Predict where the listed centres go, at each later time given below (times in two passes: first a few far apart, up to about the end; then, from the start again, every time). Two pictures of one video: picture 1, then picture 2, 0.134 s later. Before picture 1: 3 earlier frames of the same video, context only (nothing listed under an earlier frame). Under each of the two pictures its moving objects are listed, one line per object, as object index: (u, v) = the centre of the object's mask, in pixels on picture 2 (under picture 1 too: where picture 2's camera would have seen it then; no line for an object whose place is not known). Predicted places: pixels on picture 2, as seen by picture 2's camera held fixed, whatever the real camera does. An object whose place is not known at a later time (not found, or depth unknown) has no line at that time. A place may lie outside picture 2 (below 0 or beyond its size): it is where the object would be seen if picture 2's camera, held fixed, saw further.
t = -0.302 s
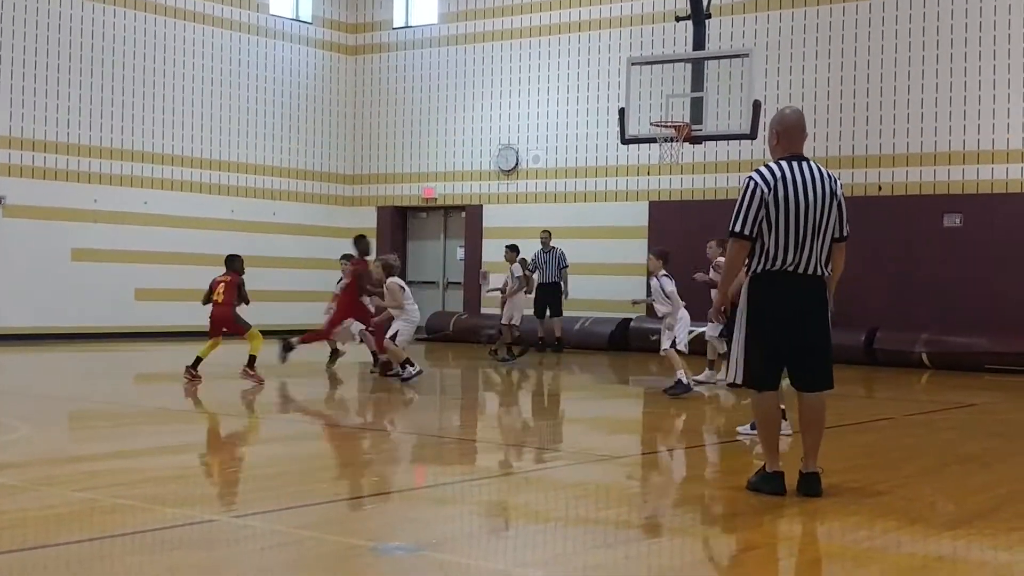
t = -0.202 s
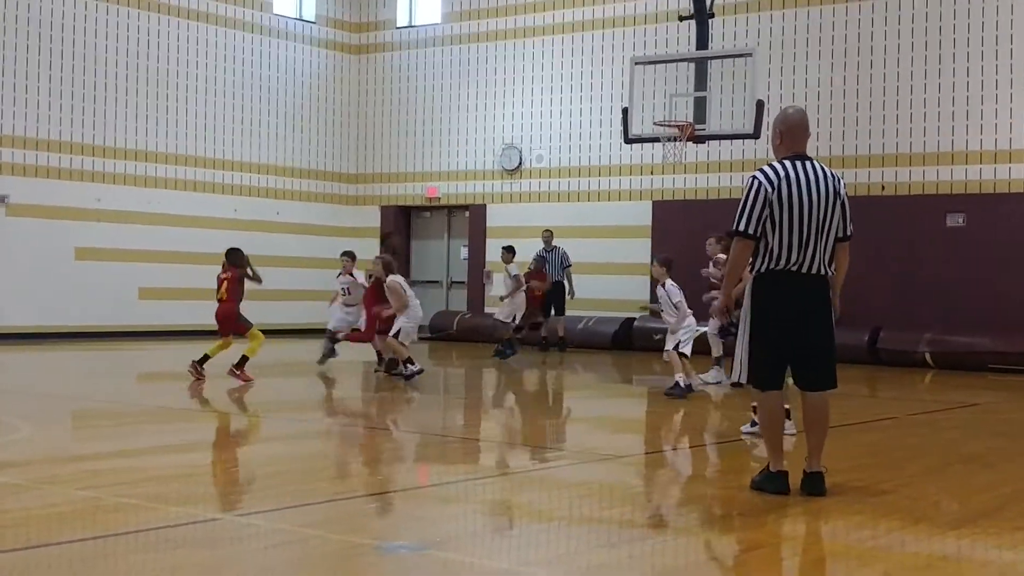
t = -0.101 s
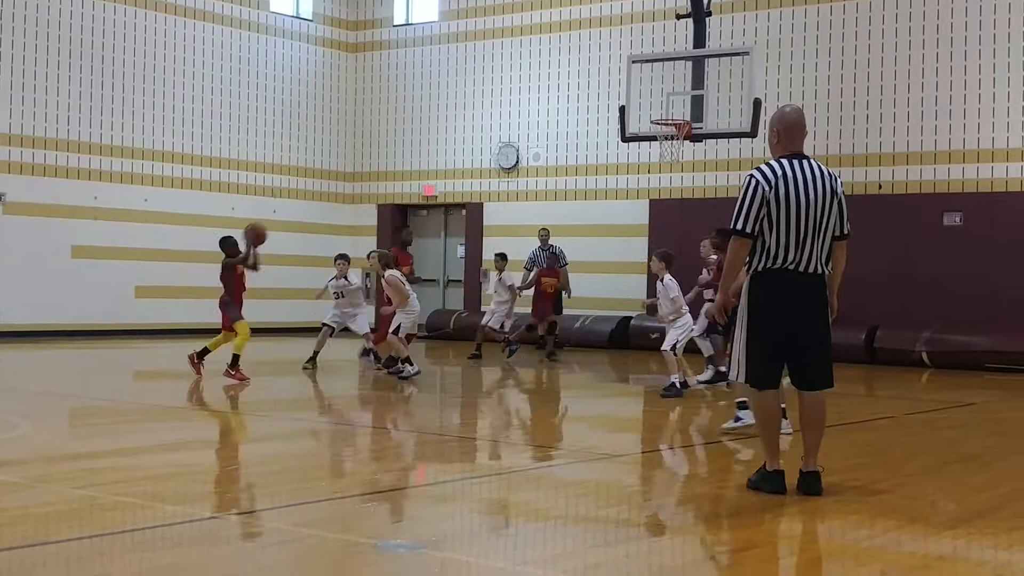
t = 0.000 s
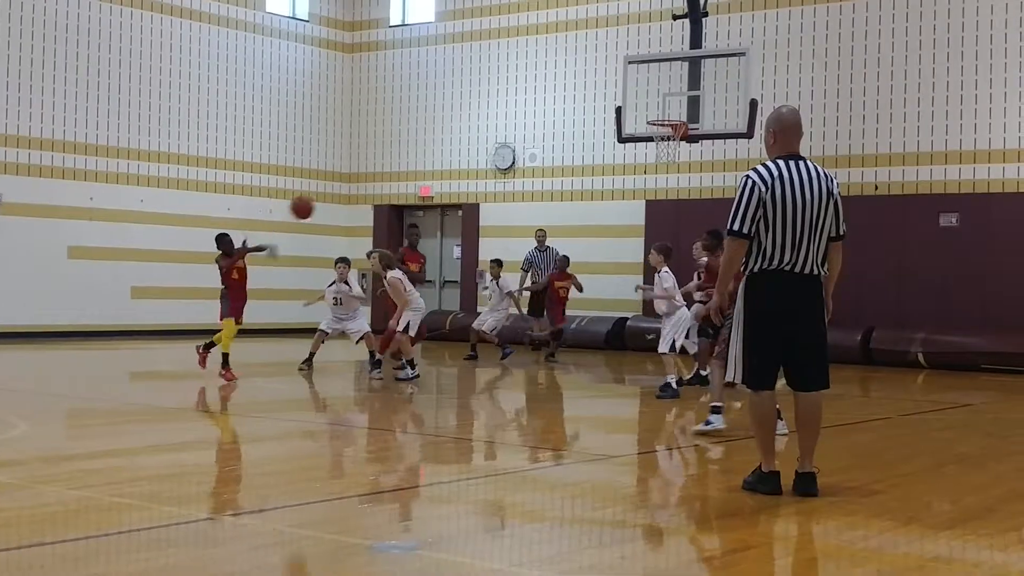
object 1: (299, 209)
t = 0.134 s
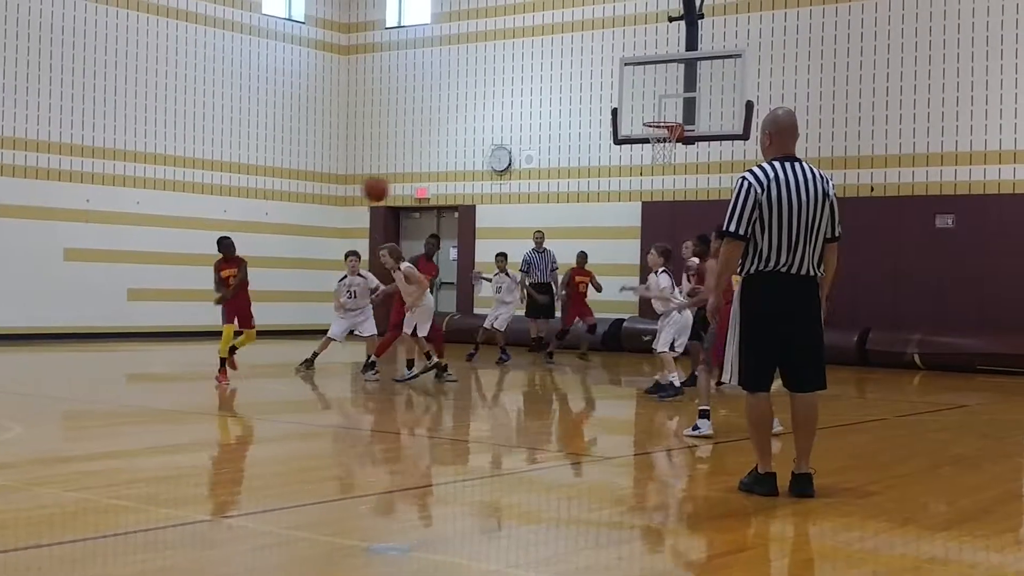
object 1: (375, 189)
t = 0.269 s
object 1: (461, 186)
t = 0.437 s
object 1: (586, 214)
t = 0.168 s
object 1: (396, 186)
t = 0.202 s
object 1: (417, 184)
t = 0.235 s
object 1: (438, 184)
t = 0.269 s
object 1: (461, 186)
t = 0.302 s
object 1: (483, 188)
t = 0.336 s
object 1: (508, 192)
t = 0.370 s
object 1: (532, 199)
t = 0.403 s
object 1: (558, 205)
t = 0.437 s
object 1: (586, 214)
